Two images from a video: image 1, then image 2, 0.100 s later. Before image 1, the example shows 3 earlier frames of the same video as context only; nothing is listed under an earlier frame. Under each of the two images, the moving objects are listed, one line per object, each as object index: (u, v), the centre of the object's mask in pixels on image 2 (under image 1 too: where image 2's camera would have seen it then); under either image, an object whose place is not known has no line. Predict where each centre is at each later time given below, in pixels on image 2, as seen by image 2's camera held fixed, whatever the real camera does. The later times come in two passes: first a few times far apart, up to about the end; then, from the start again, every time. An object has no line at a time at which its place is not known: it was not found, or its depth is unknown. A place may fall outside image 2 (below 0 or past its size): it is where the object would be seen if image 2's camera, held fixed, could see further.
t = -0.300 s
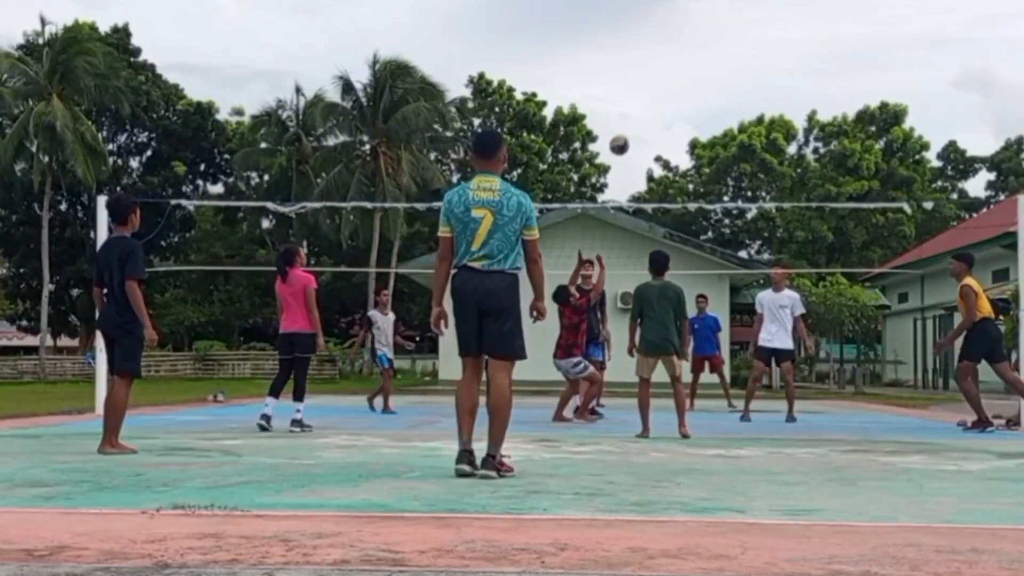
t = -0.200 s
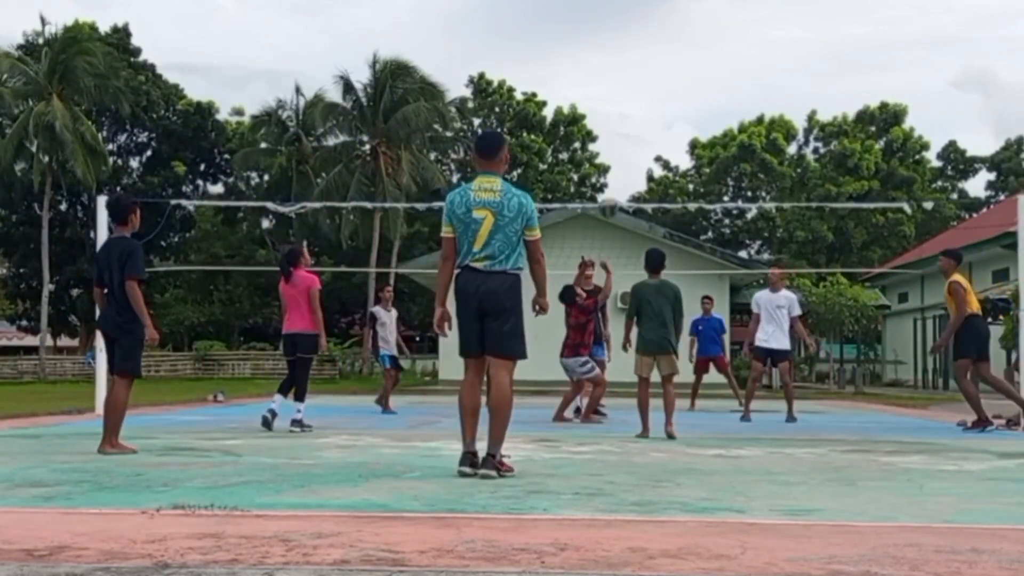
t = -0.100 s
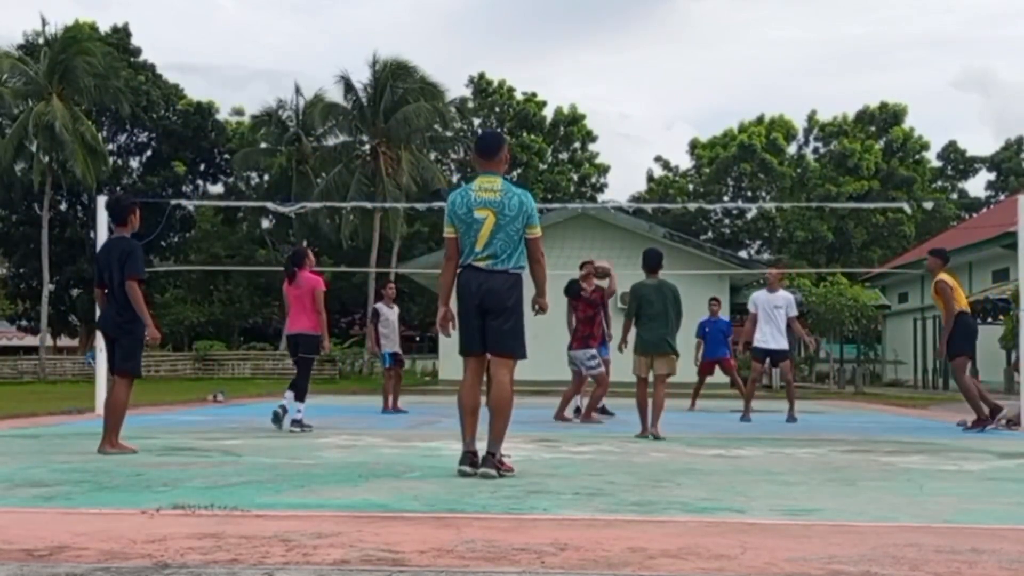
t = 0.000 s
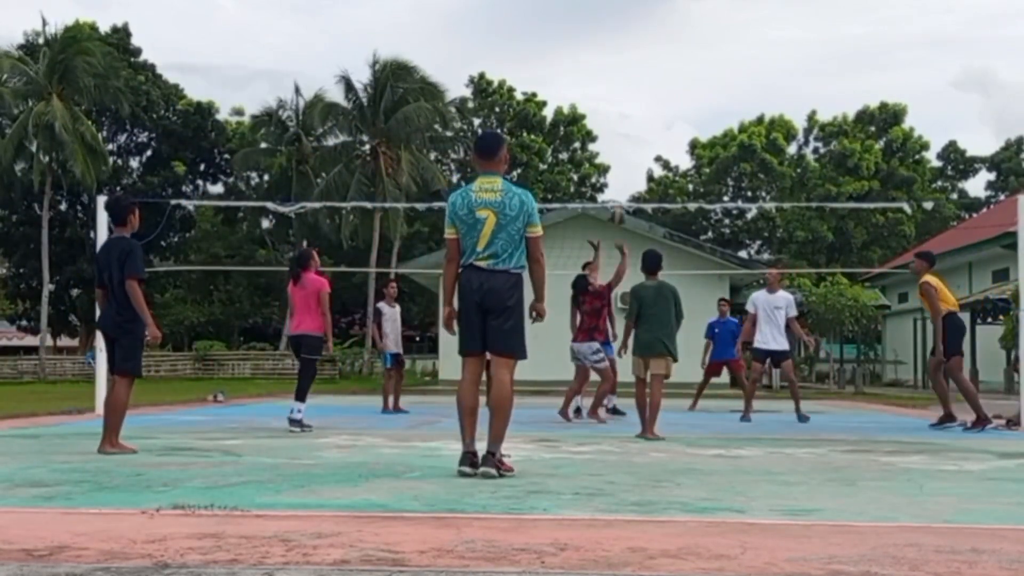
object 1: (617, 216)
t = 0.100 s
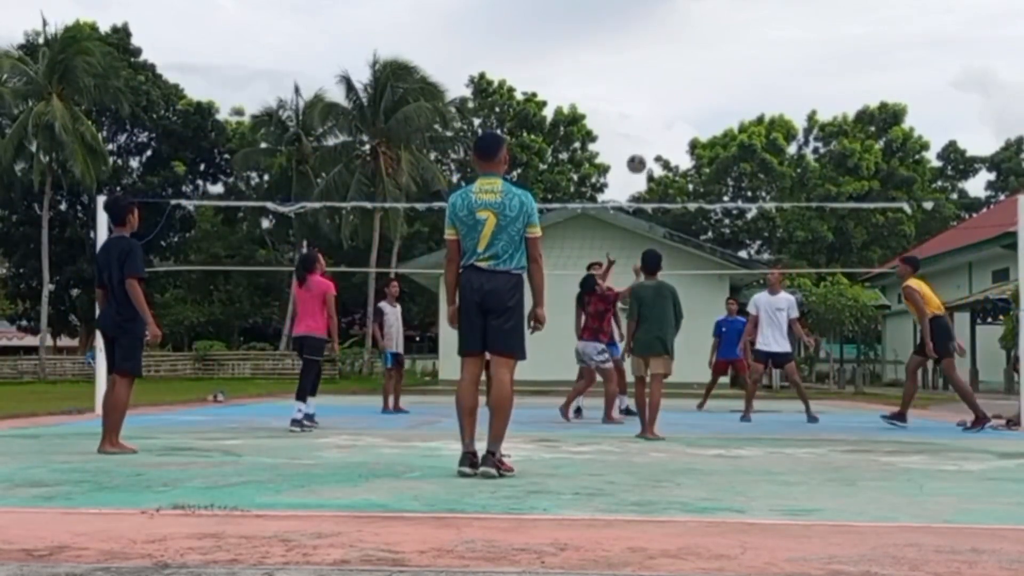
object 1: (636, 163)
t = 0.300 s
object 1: (675, 87)
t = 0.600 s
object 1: (732, 44)
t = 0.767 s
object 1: (764, 56)
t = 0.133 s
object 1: (643, 148)
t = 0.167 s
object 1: (649, 133)
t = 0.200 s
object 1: (655, 120)
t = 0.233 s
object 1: (662, 108)
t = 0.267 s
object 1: (668, 96)
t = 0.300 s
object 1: (675, 87)
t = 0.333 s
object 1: (681, 78)
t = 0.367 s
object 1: (687, 70)
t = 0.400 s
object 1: (694, 63)
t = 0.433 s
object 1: (700, 57)
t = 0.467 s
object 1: (707, 52)
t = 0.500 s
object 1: (713, 49)
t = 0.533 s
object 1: (719, 46)
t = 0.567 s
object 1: (726, 44)
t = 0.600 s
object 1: (732, 44)
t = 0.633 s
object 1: (739, 44)
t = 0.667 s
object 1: (745, 45)
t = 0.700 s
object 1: (751, 48)
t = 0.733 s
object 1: (758, 51)
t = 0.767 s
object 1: (764, 56)
